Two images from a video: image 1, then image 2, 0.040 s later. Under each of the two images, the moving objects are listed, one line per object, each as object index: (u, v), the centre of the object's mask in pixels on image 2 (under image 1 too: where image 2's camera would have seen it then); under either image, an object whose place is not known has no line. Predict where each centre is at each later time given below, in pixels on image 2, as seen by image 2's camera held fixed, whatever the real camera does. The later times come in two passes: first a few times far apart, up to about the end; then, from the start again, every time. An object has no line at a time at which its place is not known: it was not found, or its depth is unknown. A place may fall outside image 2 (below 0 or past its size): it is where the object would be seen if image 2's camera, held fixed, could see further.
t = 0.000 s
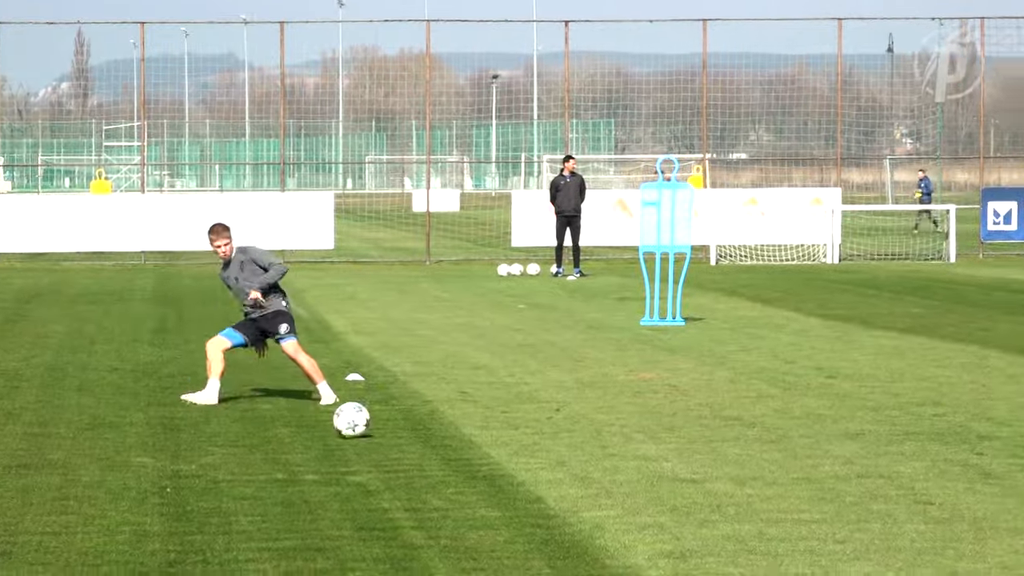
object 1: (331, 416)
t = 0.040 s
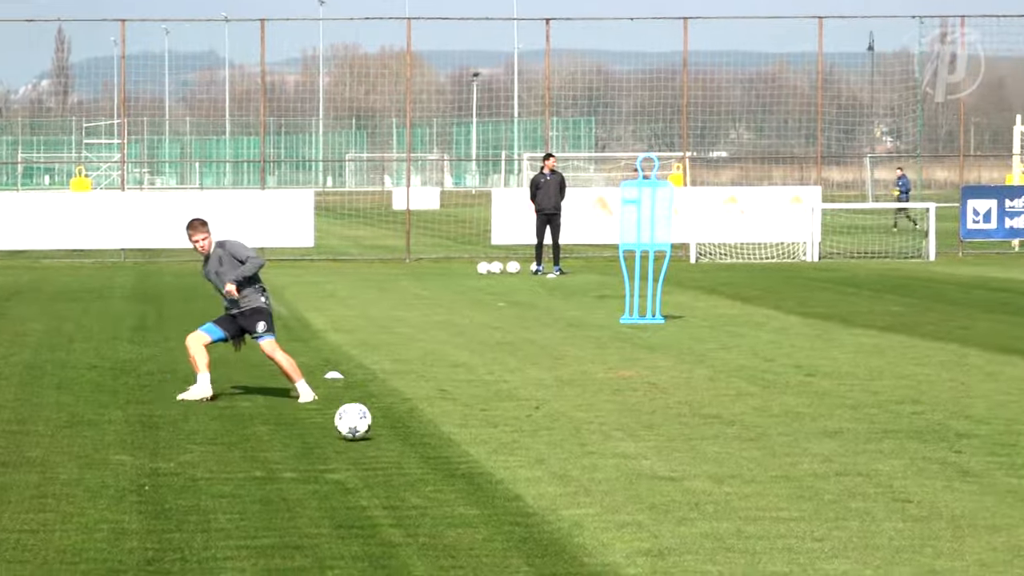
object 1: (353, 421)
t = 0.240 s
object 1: (471, 447)
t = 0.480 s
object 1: (611, 473)
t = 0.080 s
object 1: (376, 426)
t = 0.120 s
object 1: (400, 434)
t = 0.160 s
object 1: (423, 438)
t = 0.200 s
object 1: (446, 440)
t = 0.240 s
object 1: (471, 447)
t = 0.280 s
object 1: (496, 454)
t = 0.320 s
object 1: (519, 456)
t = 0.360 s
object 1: (541, 457)
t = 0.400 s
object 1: (564, 462)
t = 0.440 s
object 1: (588, 469)
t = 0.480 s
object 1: (611, 473)
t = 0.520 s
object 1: (634, 477)
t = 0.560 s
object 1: (657, 483)
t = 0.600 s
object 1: (680, 488)
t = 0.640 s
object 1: (705, 492)
